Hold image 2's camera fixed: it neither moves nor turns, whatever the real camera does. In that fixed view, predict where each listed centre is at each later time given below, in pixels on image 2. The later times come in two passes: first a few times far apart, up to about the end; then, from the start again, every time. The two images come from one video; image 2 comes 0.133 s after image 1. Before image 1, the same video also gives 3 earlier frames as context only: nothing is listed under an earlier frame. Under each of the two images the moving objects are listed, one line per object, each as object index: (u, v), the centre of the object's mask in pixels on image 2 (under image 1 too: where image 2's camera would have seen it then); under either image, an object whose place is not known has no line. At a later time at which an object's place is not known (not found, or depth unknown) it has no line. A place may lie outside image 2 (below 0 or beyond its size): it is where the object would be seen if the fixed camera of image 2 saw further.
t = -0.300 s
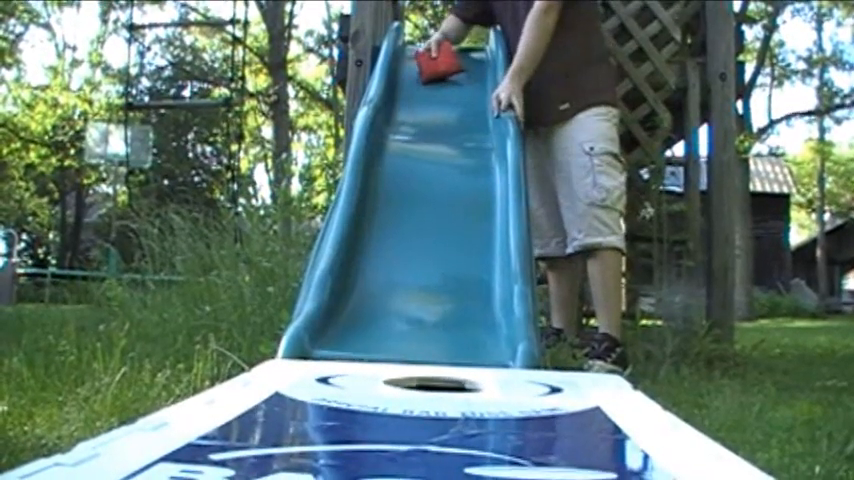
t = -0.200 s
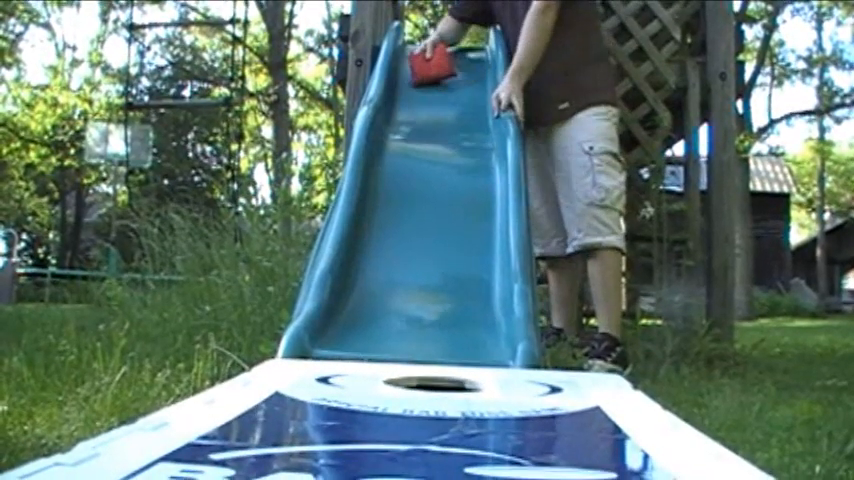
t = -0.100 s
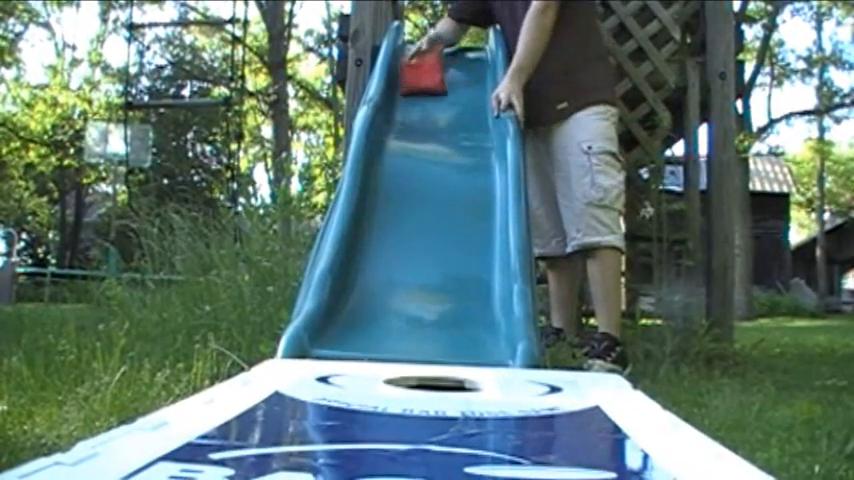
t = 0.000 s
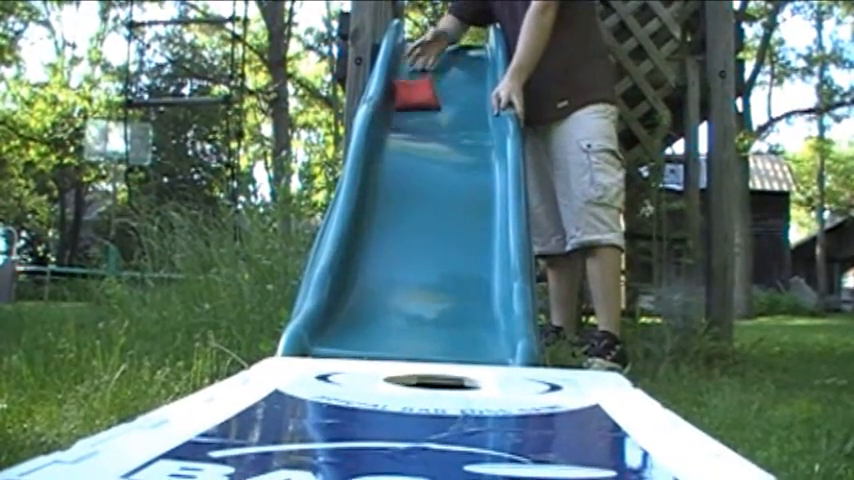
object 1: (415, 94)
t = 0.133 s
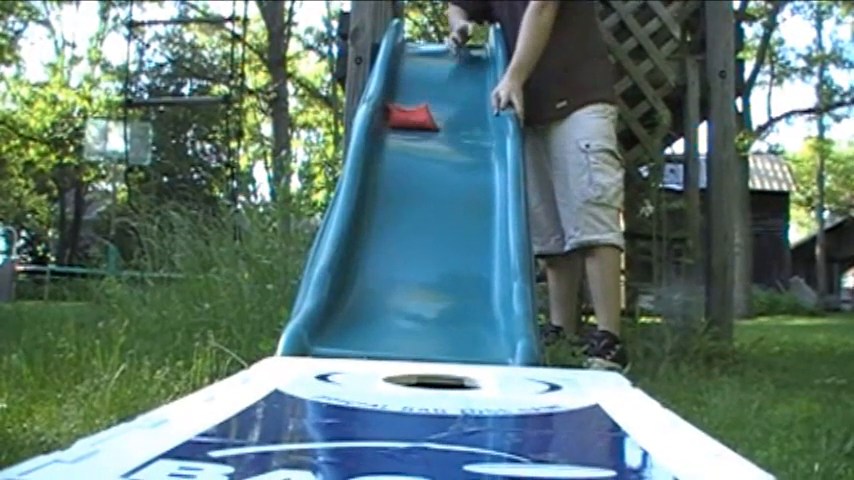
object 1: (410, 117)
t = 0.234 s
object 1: (410, 129)
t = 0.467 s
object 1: (417, 231)
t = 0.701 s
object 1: (428, 343)
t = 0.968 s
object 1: (435, 371)
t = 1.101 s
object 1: (441, 381)
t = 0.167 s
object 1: (410, 121)
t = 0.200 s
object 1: (410, 125)
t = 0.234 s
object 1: (410, 129)
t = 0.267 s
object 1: (411, 134)
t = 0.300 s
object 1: (412, 142)
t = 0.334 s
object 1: (413, 152)
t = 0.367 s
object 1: (414, 167)
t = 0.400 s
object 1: (415, 186)
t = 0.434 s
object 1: (416, 209)
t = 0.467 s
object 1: (417, 231)
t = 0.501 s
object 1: (418, 254)
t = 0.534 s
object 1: (419, 275)
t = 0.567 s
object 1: (421, 294)
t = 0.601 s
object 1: (422, 311)
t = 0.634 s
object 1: (424, 325)
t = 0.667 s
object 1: (426, 334)
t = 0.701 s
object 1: (428, 343)
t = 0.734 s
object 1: (431, 350)
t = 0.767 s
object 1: (433, 355)
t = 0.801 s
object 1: (437, 362)
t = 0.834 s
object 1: (438, 366)
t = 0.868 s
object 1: (437, 369)
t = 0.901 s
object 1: (436, 369)
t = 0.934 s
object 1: (435, 370)
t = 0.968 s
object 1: (435, 371)
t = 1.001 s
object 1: (435, 372)
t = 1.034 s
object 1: (436, 374)
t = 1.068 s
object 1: (438, 375)
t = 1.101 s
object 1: (441, 381)
